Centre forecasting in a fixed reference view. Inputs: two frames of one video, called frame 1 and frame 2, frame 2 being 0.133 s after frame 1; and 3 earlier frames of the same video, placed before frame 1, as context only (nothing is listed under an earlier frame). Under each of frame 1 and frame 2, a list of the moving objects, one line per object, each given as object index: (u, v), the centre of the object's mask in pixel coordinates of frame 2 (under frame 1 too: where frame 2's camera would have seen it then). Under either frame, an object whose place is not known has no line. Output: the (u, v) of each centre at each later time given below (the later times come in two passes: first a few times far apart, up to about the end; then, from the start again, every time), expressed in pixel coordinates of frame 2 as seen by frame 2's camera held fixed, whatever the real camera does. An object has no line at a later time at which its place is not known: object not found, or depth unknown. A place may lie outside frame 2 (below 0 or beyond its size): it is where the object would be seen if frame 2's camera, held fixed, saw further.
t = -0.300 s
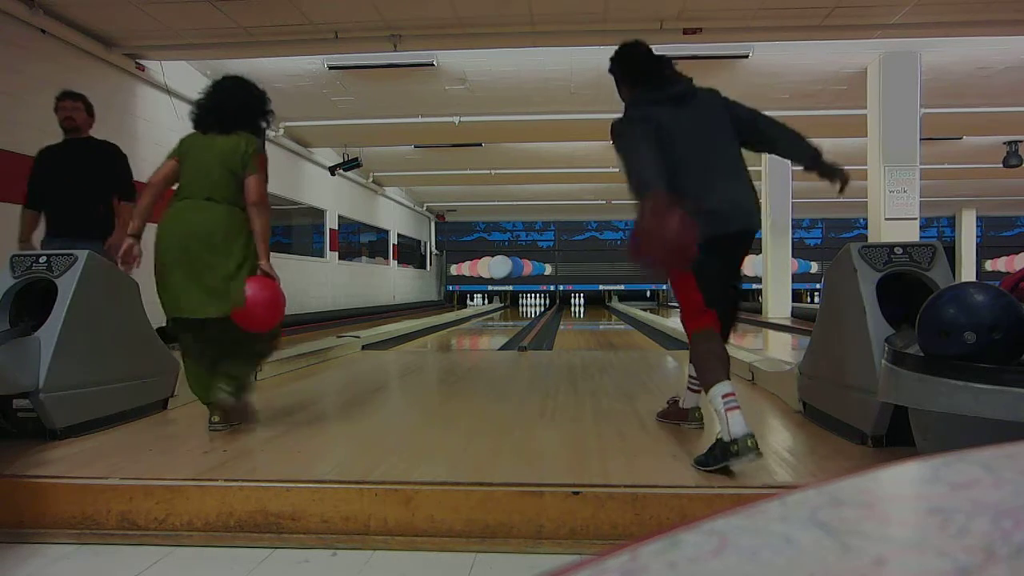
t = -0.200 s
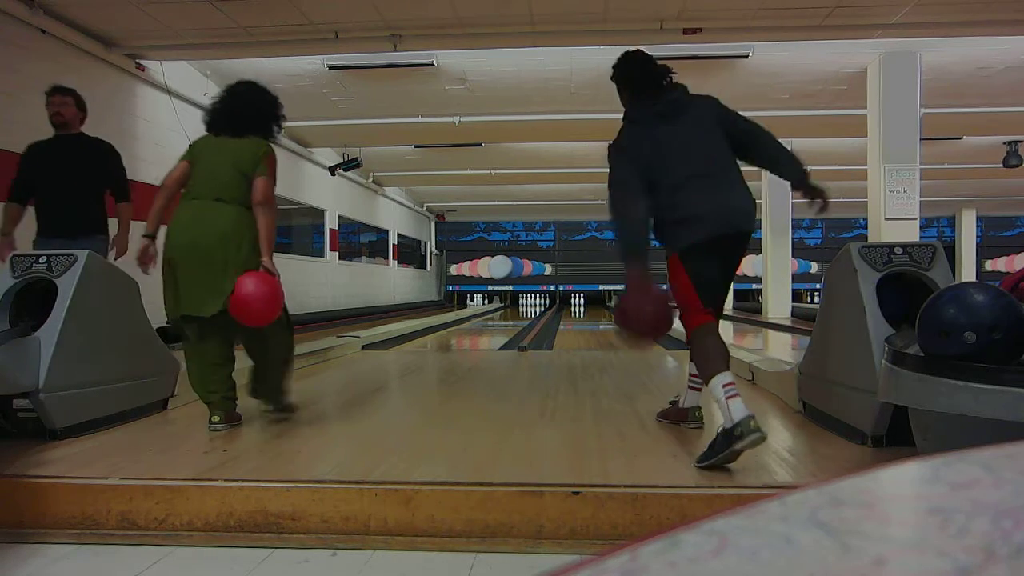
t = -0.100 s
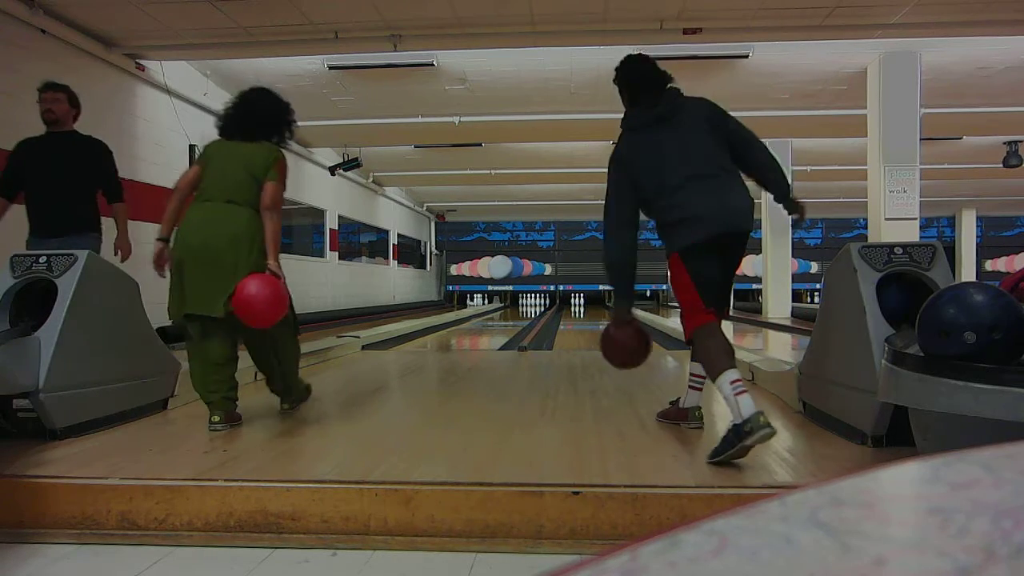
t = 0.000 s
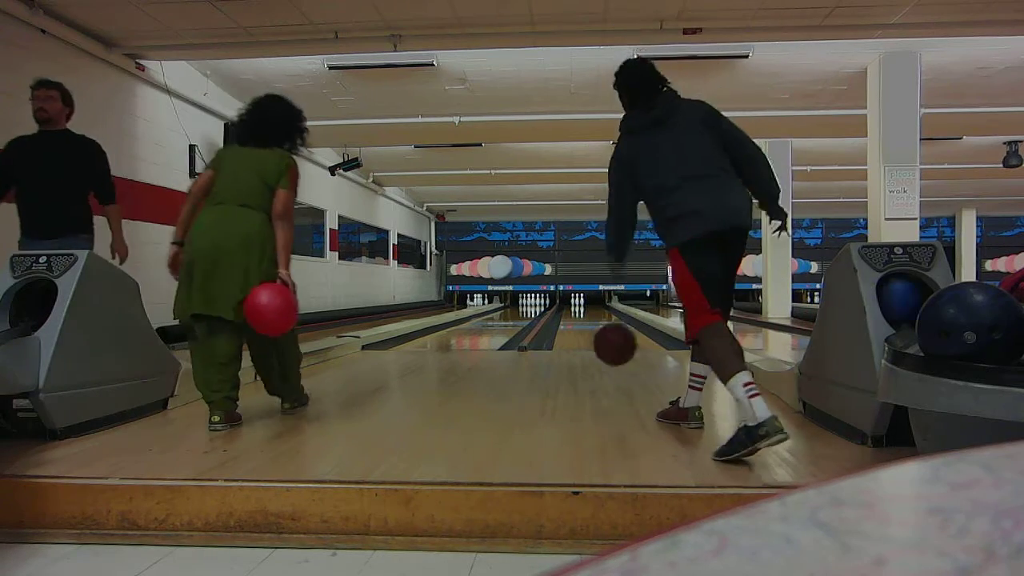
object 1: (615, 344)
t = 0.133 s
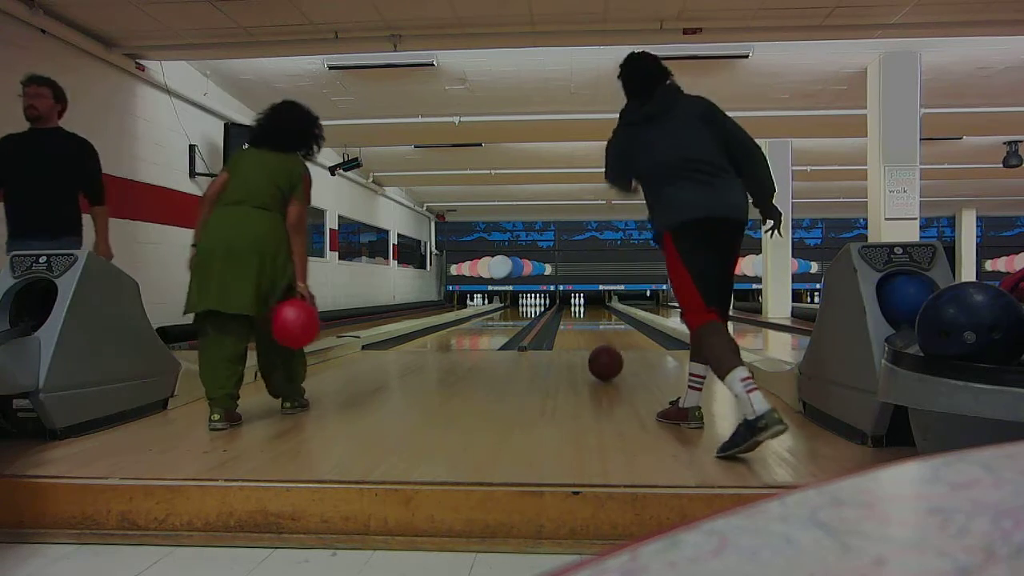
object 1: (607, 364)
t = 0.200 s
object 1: (602, 356)
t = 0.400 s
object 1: (596, 344)
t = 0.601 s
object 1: (592, 336)
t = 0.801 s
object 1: (590, 329)
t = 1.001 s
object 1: (589, 326)
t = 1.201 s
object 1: (587, 322)
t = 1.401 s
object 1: (586, 319)
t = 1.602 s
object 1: (586, 316)
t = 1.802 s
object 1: (586, 315)
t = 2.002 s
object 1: (585, 312)
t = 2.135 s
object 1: (585, 312)
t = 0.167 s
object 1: (604, 358)
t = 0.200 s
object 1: (602, 356)
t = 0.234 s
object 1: (601, 355)
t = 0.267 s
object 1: (600, 352)
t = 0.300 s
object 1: (598, 350)
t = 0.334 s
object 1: (598, 348)
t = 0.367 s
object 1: (597, 346)
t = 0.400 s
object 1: (596, 344)
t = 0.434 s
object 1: (595, 343)
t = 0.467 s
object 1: (594, 342)
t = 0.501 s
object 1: (594, 340)
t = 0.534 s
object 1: (593, 338)
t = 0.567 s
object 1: (593, 337)
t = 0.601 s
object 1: (592, 336)
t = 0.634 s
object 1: (592, 335)
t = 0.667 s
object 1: (591, 334)
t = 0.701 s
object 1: (591, 332)
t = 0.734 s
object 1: (591, 331)
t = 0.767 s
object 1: (590, 330)
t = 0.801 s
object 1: (590, 329)
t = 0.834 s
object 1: (590, 329)
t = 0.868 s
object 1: (589, 328)
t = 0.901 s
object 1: (589, 328)
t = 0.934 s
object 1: (589, 327)
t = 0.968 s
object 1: (589, 326)
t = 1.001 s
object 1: (589, 326)
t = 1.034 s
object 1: (588, 325)
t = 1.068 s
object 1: (588, 325)
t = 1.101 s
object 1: (588, 324)
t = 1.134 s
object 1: (588, 323)
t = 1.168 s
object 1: (588, 322)
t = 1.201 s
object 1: (587, 322)
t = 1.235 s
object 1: (587, 321)
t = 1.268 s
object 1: (587, 321)
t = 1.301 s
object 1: (587, 320)
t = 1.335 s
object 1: (587, 319)
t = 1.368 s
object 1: (586, 319)
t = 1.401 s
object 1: (586, 319)
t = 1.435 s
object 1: (587, 318)
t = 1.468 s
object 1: (586, 317)
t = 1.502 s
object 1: (586, 317)
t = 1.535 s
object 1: (586, 316)
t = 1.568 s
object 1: (586, 316)
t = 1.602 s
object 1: (586, 316)
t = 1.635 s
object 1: (586, 316)
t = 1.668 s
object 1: (586, 316)
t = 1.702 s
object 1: (586, 315)
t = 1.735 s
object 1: (586, 315)
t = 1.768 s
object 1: (586, 314)
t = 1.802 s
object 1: (586, 315)
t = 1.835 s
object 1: (586, 314)
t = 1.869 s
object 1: (586, 314)
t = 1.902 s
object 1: (585, 313)
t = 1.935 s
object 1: (585, 313)
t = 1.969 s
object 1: (585, 312)
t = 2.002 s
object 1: (585, 312)
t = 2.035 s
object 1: (585, 312)
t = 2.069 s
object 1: (585, 312)
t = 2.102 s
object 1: (585, 312)
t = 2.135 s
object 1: (585, 312)
